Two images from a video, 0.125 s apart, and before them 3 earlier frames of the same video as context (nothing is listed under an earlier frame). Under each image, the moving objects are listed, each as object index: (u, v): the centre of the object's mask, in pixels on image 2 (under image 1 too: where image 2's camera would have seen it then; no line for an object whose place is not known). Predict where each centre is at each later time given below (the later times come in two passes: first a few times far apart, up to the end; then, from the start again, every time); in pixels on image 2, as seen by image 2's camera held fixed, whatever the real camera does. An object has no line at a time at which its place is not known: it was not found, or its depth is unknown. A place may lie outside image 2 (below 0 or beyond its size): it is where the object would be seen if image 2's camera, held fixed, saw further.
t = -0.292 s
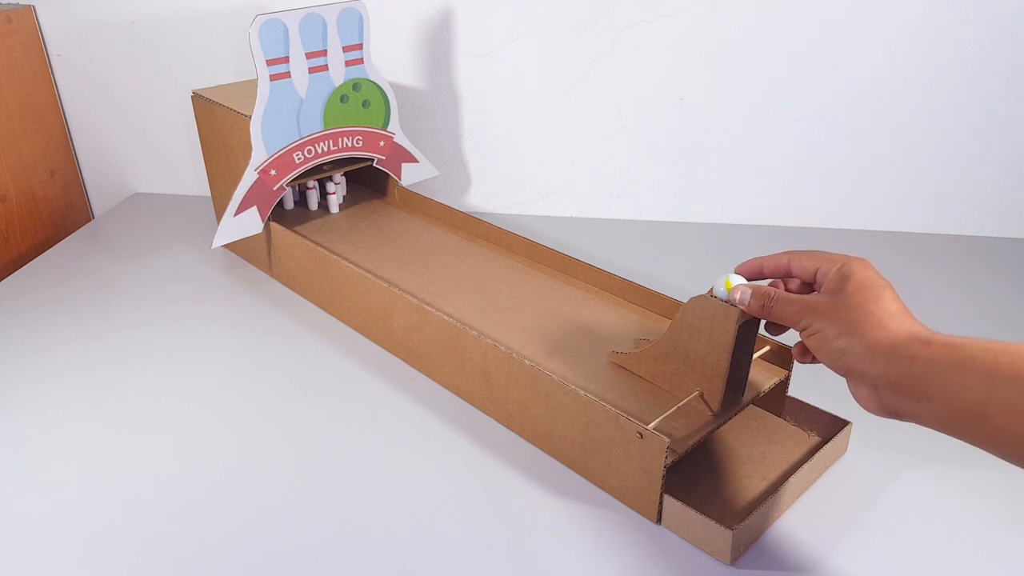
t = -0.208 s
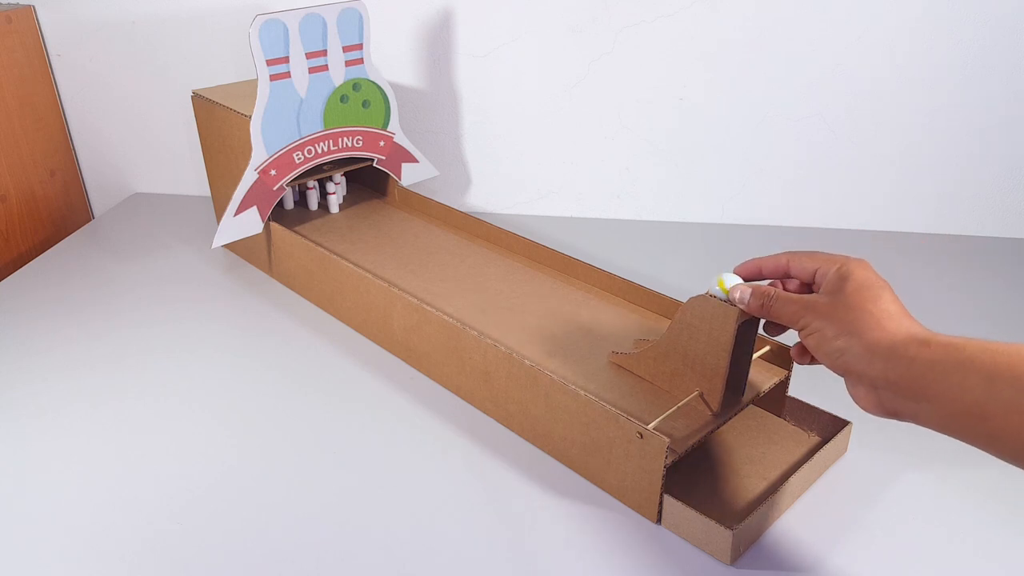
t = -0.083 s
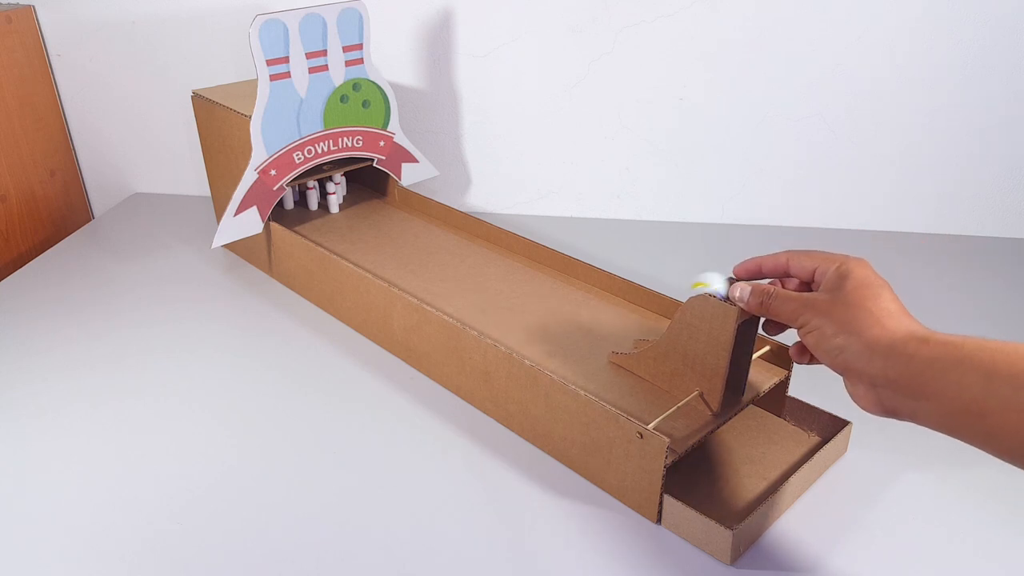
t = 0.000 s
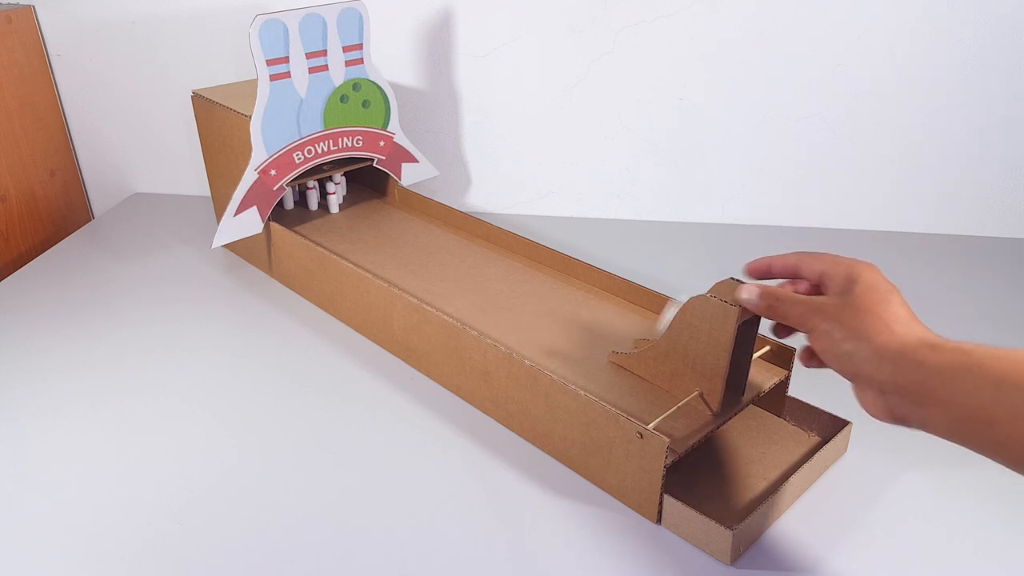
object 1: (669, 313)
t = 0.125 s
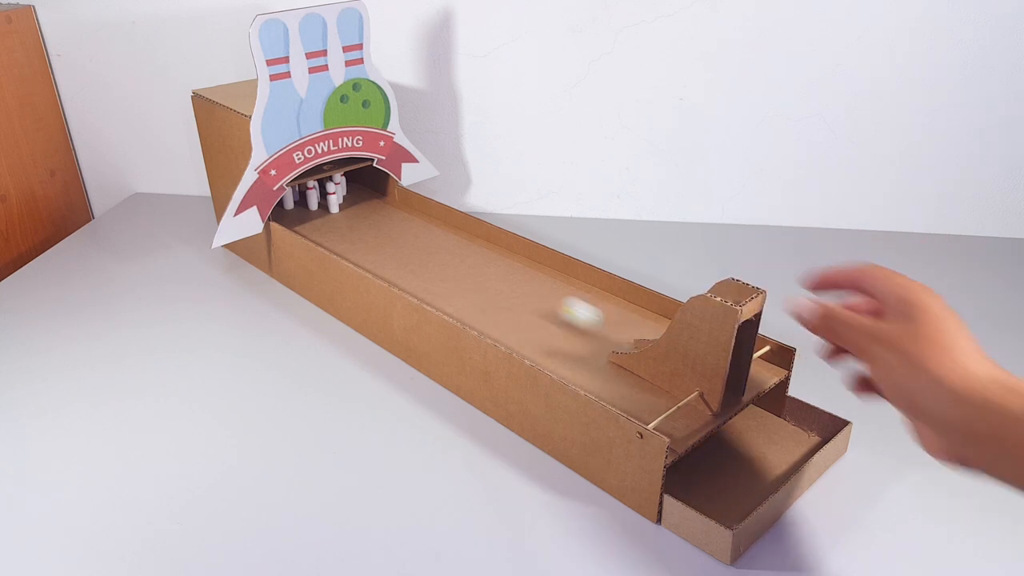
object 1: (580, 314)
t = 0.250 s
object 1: (497, 270)
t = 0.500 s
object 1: (376, 202)
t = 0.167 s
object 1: (551, 299)
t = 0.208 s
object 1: (523, 284)
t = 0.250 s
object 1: (497, 270)
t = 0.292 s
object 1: (473, 257)
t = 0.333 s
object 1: (450, 245)
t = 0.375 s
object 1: (429, 234)
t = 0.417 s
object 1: (411, 223)
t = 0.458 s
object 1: (393, 212)
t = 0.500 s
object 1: (376, 202)
